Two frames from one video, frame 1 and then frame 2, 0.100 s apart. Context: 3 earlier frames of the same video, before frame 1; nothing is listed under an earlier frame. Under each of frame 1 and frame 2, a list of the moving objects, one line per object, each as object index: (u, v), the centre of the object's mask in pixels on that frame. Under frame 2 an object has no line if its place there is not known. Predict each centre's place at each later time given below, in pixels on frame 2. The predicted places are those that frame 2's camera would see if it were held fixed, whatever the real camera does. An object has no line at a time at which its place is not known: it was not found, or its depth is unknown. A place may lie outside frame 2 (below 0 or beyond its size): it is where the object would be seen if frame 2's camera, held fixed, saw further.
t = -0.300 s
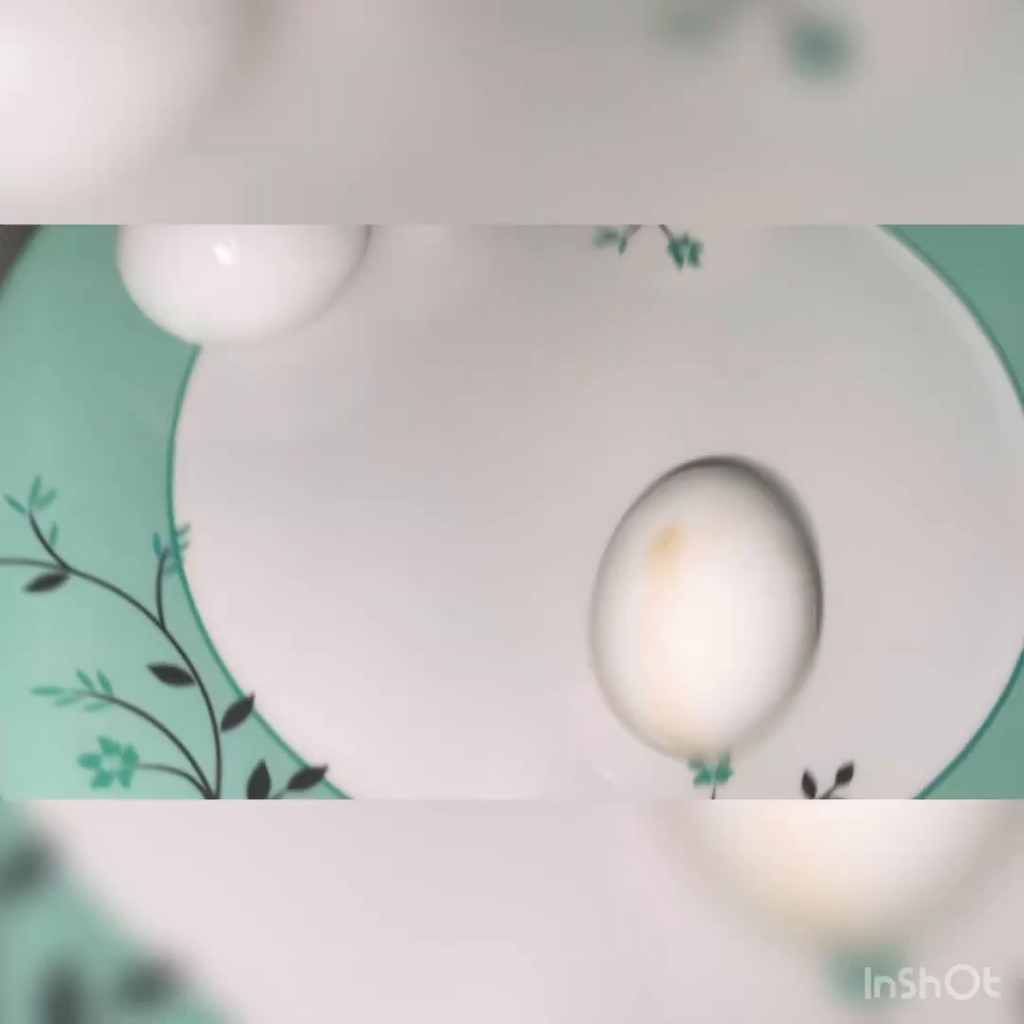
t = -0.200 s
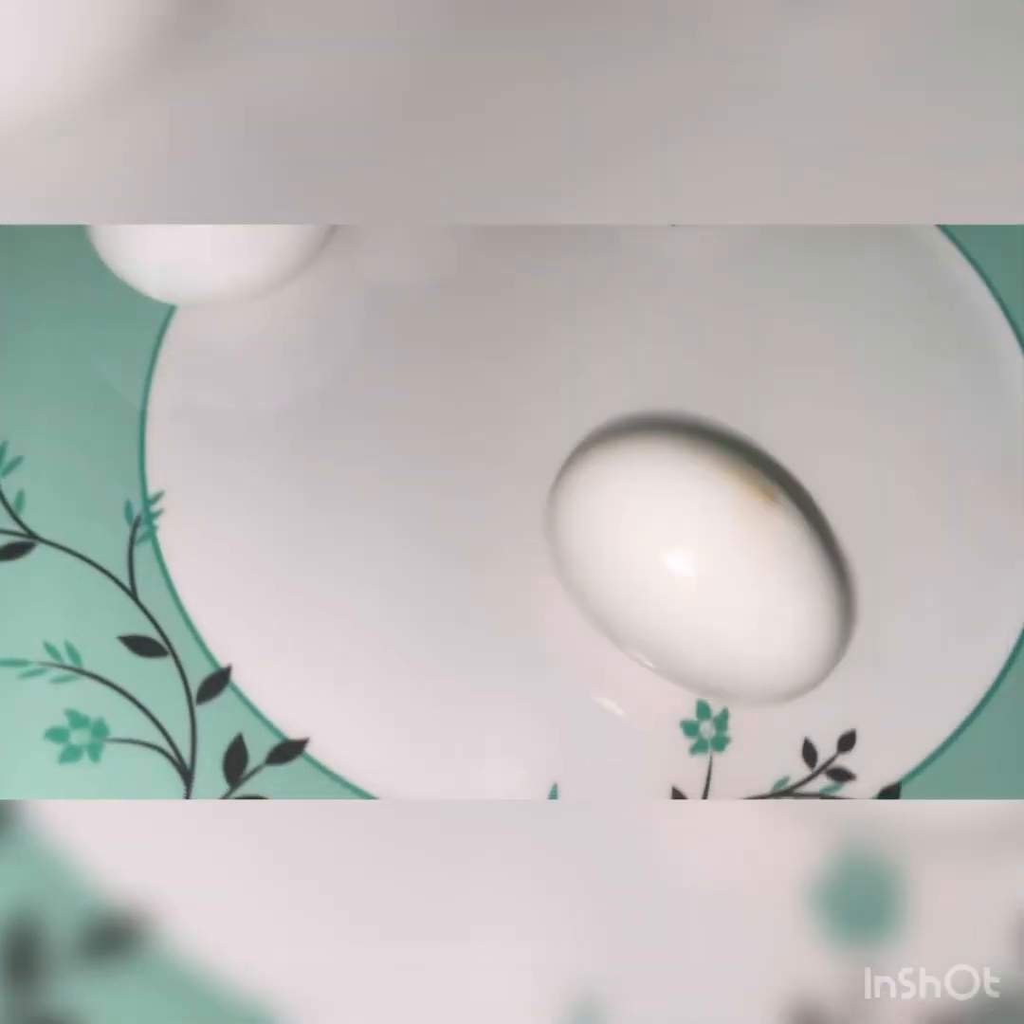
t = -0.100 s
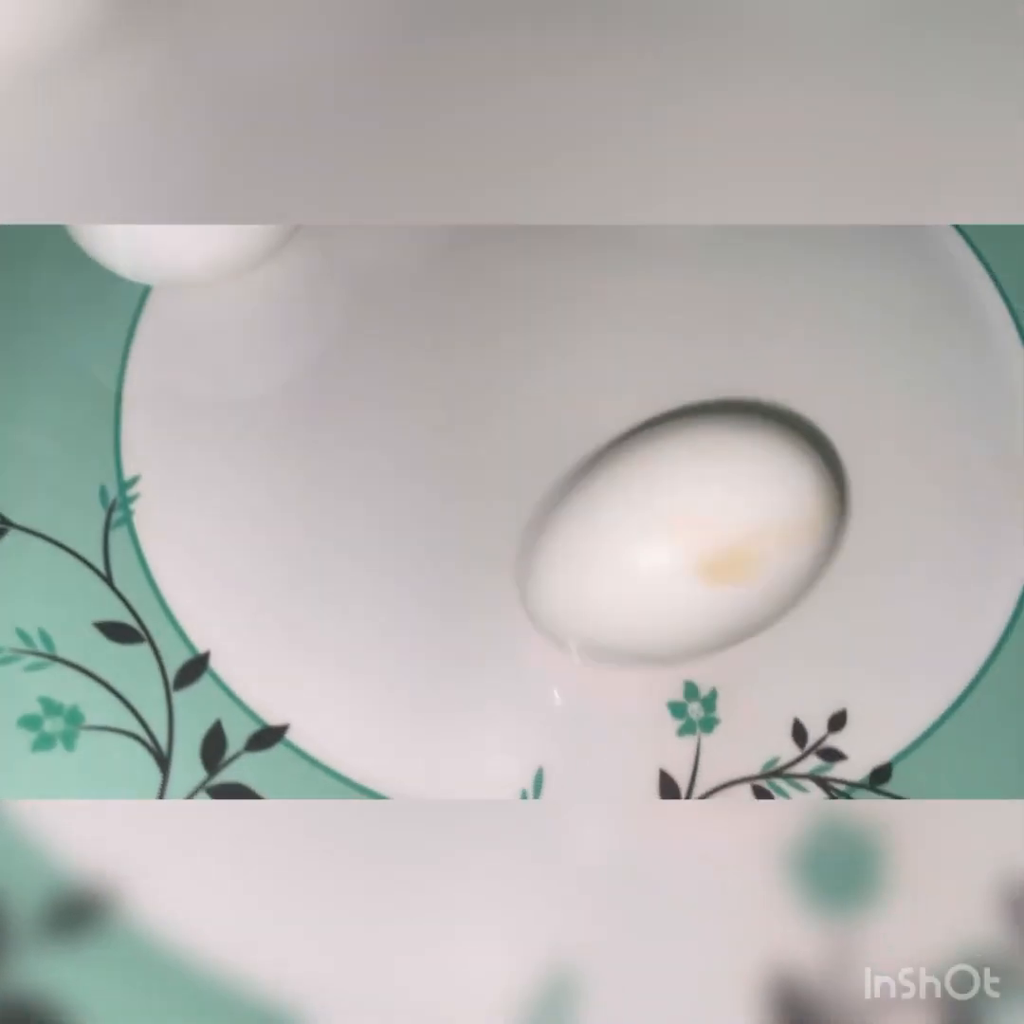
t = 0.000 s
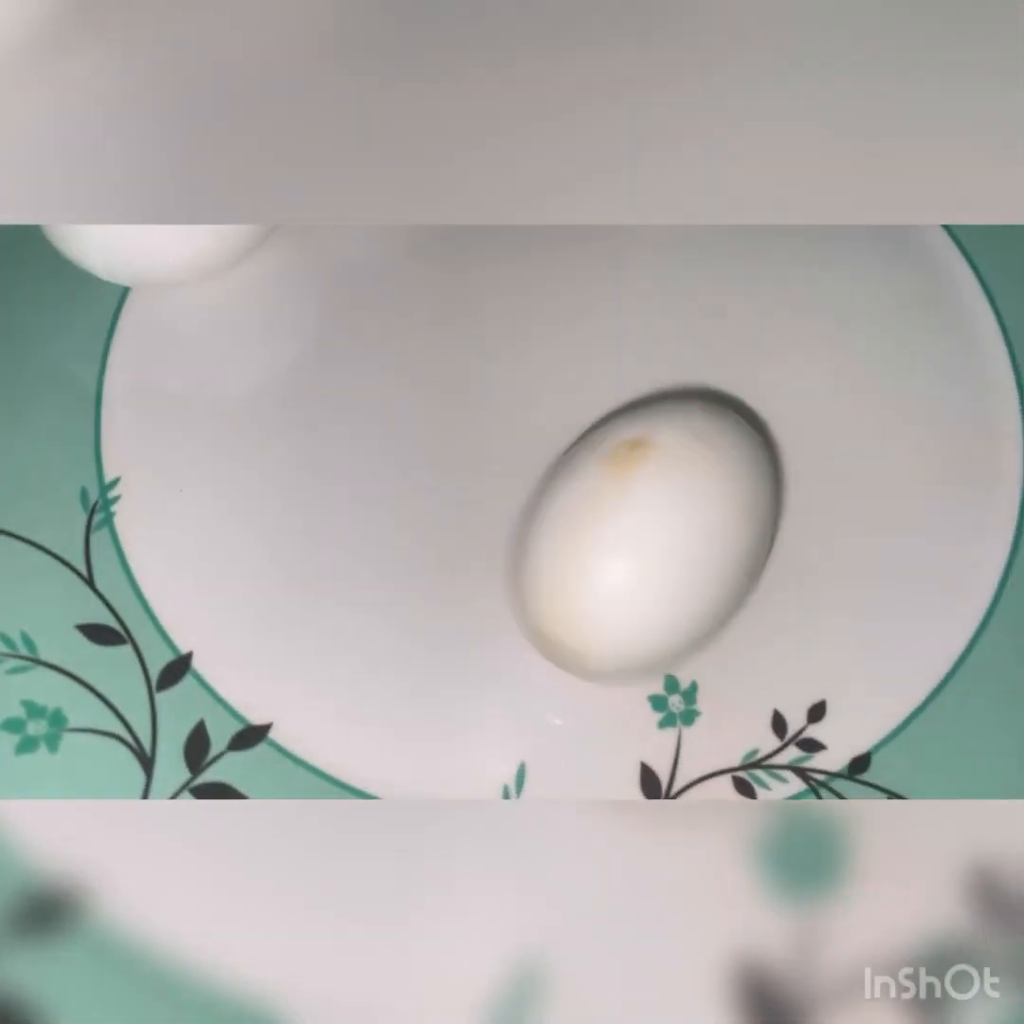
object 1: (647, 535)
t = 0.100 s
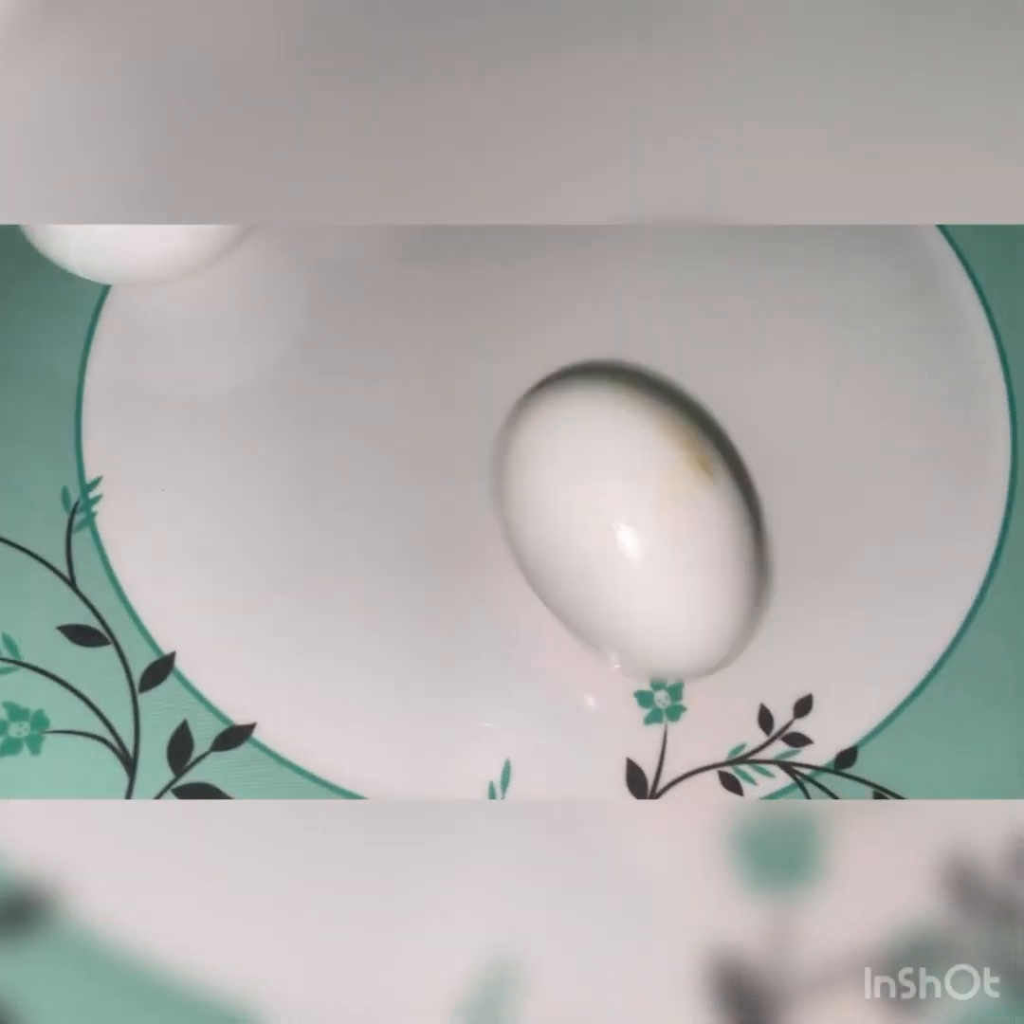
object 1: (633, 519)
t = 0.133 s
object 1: (635, 519)
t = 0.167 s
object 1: (639, 520)
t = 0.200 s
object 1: (644, 519)
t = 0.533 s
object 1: (634, 517)
